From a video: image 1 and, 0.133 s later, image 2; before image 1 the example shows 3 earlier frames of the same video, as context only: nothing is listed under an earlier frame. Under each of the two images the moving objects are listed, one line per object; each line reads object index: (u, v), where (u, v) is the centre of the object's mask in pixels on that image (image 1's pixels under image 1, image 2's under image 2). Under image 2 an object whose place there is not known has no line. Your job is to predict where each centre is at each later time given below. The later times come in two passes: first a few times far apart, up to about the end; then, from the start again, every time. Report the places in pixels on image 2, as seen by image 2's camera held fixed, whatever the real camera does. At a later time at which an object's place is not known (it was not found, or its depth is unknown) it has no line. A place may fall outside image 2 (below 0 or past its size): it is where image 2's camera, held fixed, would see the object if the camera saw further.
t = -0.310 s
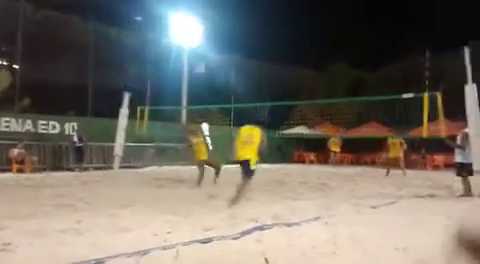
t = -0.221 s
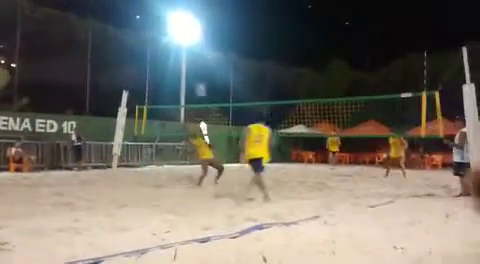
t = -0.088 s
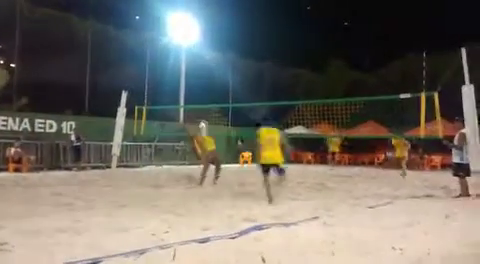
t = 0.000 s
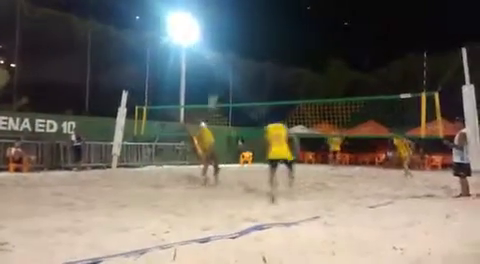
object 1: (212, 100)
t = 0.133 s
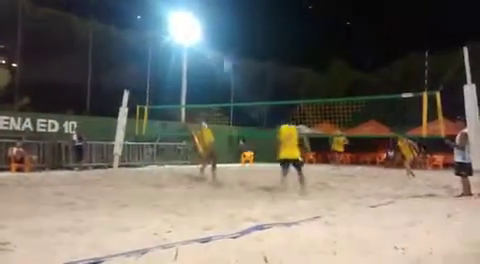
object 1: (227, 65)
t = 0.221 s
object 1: (236, 44)
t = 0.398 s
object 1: (254, 19)
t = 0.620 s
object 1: (275, 11)
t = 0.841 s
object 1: (296, 28)
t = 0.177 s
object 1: (232, 55)
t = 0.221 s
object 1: (236, 44)
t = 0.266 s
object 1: (241, 36)
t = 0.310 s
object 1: (245, 30)
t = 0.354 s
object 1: (249, 24)
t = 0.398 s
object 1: (254, 19)
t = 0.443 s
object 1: (259, 15)
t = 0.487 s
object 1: (262, 13)
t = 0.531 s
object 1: (267, 11)
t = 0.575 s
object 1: (271, 11)
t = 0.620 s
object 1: (275, 11)
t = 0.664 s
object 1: (278, 12)
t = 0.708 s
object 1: (282, 14)
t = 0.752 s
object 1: (287, 18)
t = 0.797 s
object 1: (292, 23)
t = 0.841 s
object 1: (296, 28)
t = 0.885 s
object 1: (301, 36)
